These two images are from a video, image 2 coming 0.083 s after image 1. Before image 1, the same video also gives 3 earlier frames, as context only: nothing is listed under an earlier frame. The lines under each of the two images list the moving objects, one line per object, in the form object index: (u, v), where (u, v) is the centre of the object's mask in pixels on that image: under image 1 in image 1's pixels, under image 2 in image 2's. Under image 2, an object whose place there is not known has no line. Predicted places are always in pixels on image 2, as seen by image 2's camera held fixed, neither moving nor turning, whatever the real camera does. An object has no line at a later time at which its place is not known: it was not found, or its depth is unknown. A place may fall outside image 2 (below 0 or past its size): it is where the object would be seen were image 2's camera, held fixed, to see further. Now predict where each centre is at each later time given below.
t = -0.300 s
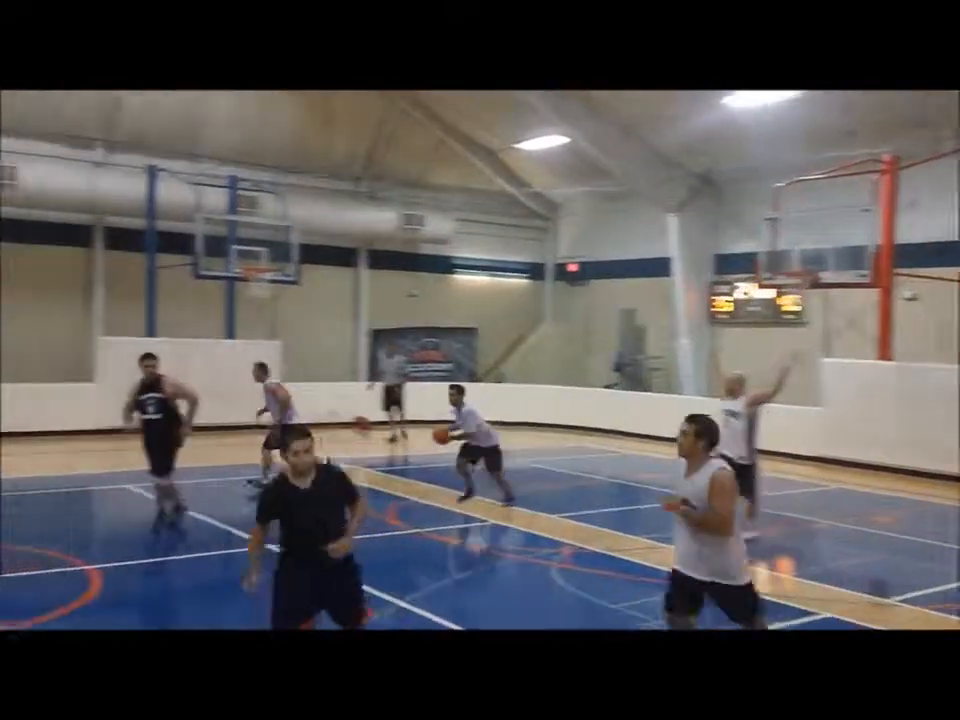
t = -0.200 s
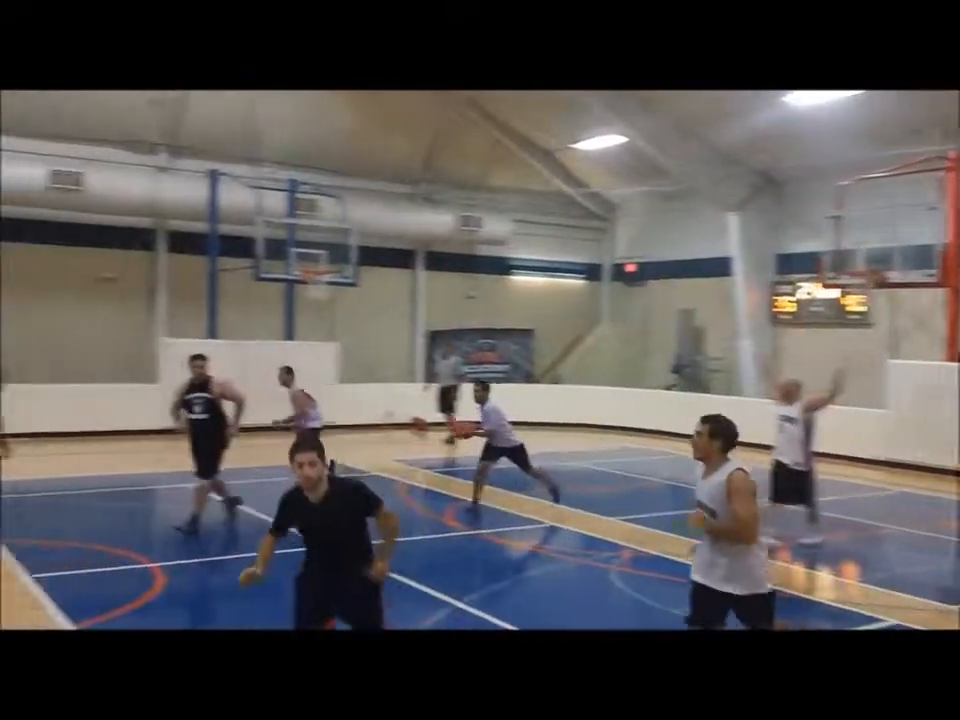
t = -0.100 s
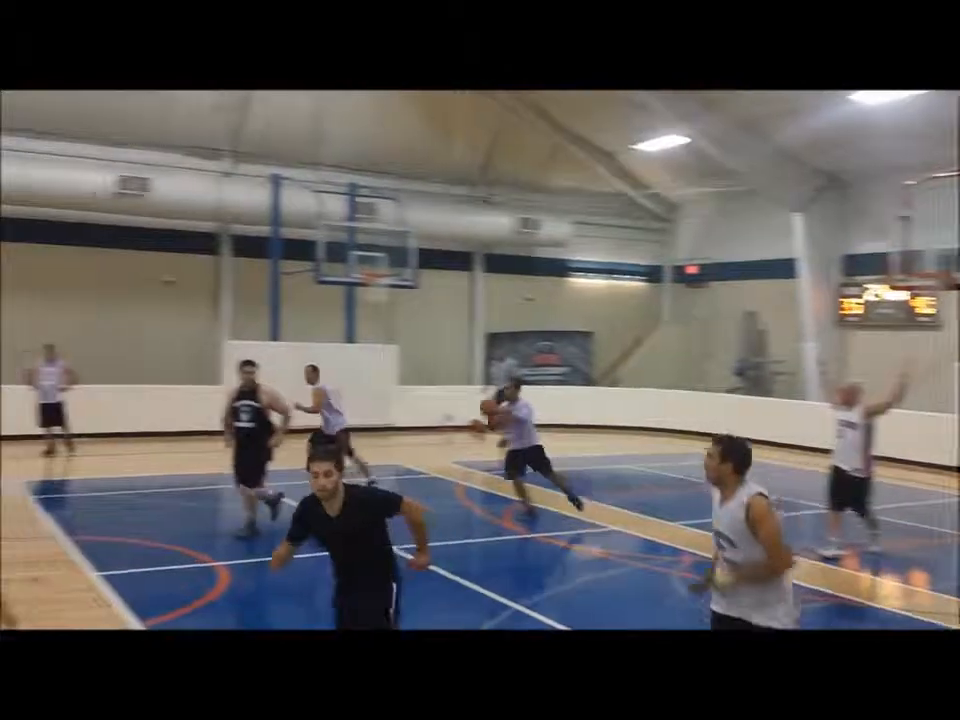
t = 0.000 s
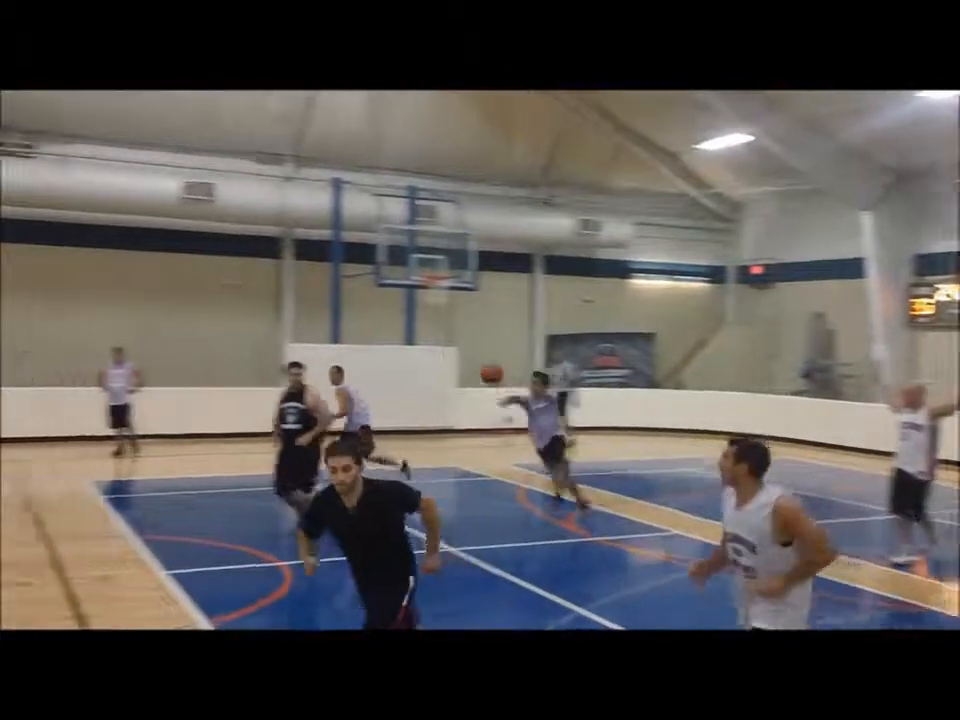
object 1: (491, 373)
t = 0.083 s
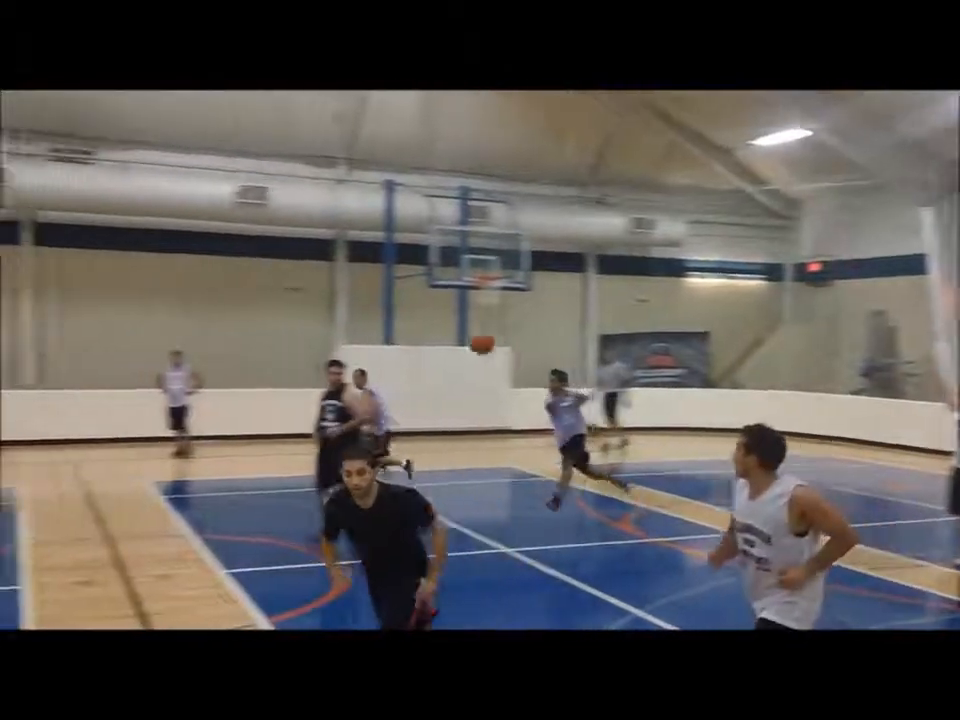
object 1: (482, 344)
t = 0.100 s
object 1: (467, 337)
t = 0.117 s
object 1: (451, 331)
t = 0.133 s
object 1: (438, 325)
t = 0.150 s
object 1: (423, 320)
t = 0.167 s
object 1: (406, 315)
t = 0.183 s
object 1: (391, 307)
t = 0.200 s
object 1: (372, 302)
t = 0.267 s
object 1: (291, 279)
